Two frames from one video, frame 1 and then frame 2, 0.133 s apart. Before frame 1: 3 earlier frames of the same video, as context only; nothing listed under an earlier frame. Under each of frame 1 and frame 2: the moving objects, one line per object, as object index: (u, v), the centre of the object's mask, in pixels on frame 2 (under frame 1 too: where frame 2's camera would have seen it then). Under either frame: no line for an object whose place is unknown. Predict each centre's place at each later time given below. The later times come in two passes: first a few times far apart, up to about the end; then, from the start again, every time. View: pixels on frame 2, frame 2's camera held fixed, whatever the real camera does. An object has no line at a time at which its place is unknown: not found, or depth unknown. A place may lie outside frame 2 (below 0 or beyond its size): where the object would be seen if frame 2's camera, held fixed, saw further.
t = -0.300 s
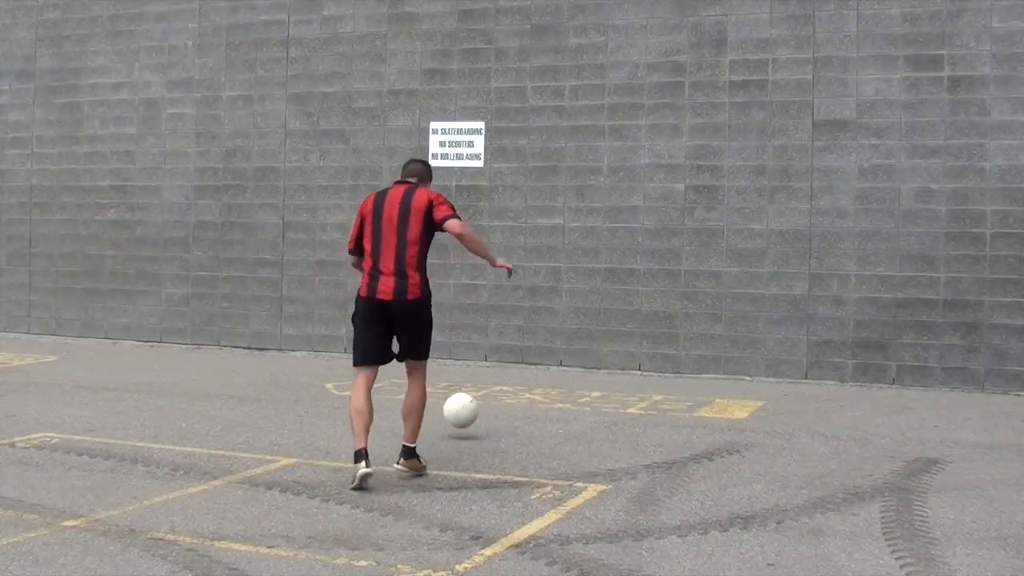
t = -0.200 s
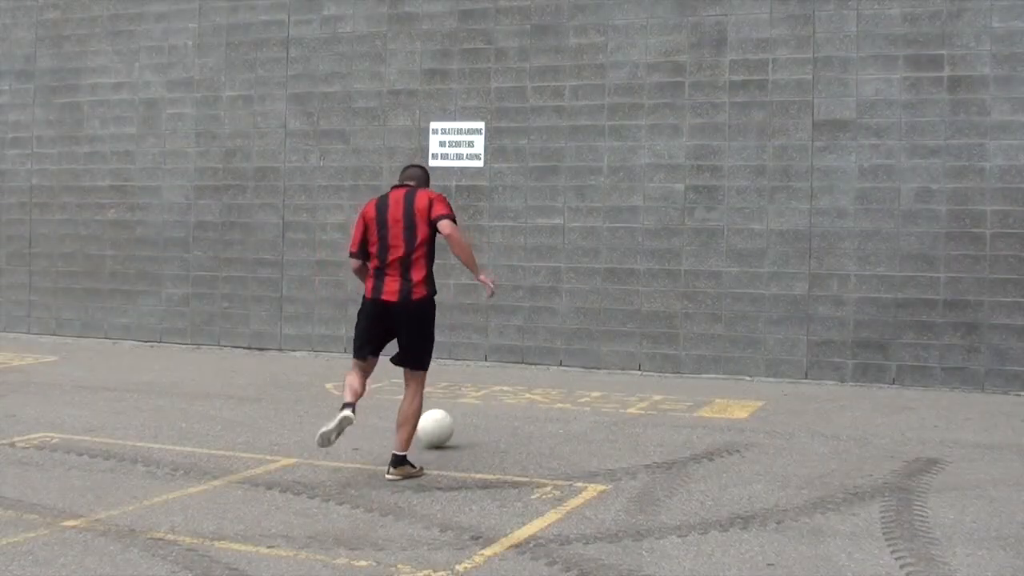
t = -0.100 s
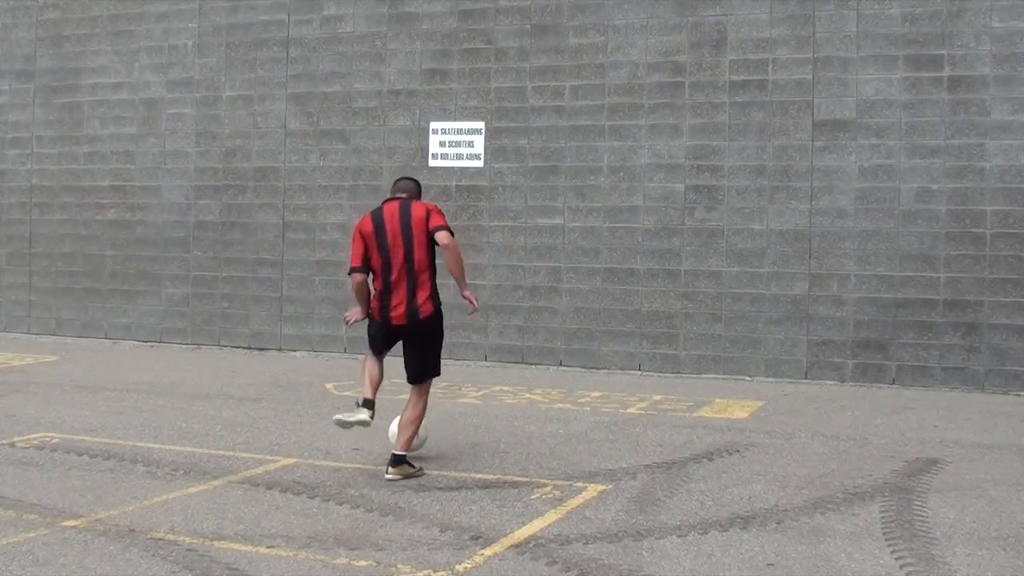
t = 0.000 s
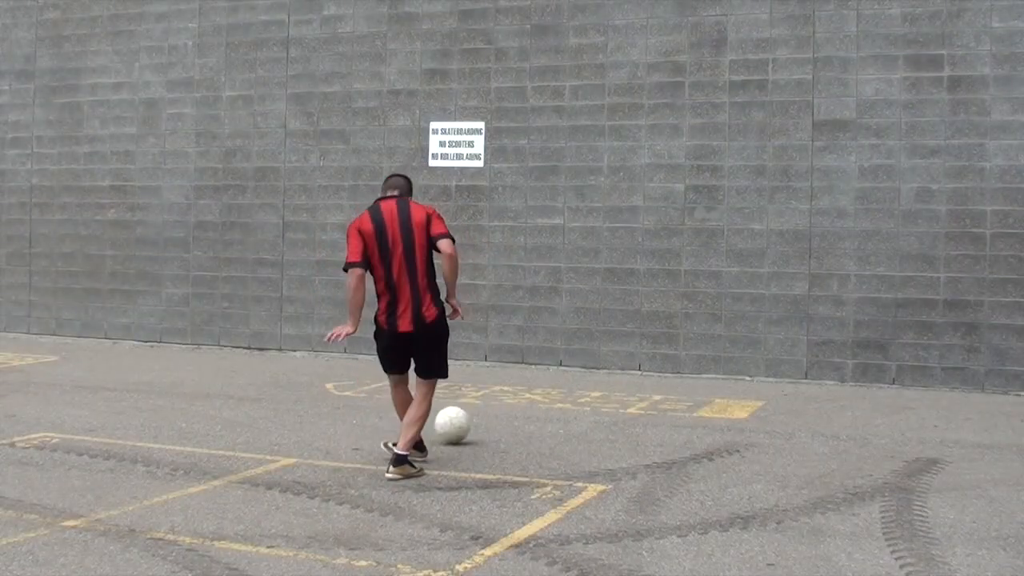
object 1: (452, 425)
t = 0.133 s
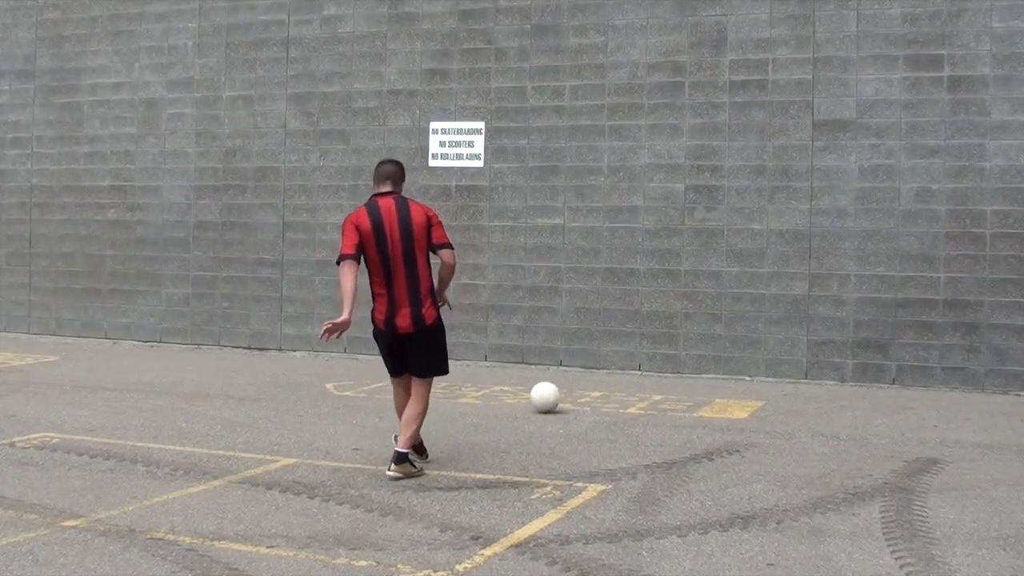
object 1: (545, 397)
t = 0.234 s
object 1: (592, 381)
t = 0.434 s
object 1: (657, 364)
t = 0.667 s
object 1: (600, 379)
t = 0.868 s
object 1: (553, 392)
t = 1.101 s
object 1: (502, 400)
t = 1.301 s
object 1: (452, 411)
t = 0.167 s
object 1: (562, 391)
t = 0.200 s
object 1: (577, 386)
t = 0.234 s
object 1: (592, 381)
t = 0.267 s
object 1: (605, 377)
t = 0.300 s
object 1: (618, 375)
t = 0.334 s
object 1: (629, 371)
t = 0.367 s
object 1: (639, 368)
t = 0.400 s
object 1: (649, 365)
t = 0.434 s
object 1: (657, 364)
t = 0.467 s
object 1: (650, 363)
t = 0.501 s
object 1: (643, 362)
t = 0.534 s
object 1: (635, 363)
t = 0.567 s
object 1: (627, 366)
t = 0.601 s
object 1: (618, 369)
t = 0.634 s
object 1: (609, 374)
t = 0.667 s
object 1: (600, 379)
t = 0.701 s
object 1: (592, 377)
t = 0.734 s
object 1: (585, 377)
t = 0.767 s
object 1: (577, 379)
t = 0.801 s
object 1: (569, 382)
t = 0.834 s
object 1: (561, 387)
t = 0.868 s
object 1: (553, 392)
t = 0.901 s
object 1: (546, 391)
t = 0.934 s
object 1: (539, 391)
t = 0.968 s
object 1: (532, 393)
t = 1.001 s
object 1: (525, 395)
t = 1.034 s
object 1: (517, 401)
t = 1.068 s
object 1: (510, 401)
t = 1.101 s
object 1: (502, 400)
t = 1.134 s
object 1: (494, 402)
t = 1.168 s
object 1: (486, 405)
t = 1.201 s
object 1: (478, 409)
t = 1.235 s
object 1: (469, 412)
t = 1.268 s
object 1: (461, 411)
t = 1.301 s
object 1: (452, 411)
